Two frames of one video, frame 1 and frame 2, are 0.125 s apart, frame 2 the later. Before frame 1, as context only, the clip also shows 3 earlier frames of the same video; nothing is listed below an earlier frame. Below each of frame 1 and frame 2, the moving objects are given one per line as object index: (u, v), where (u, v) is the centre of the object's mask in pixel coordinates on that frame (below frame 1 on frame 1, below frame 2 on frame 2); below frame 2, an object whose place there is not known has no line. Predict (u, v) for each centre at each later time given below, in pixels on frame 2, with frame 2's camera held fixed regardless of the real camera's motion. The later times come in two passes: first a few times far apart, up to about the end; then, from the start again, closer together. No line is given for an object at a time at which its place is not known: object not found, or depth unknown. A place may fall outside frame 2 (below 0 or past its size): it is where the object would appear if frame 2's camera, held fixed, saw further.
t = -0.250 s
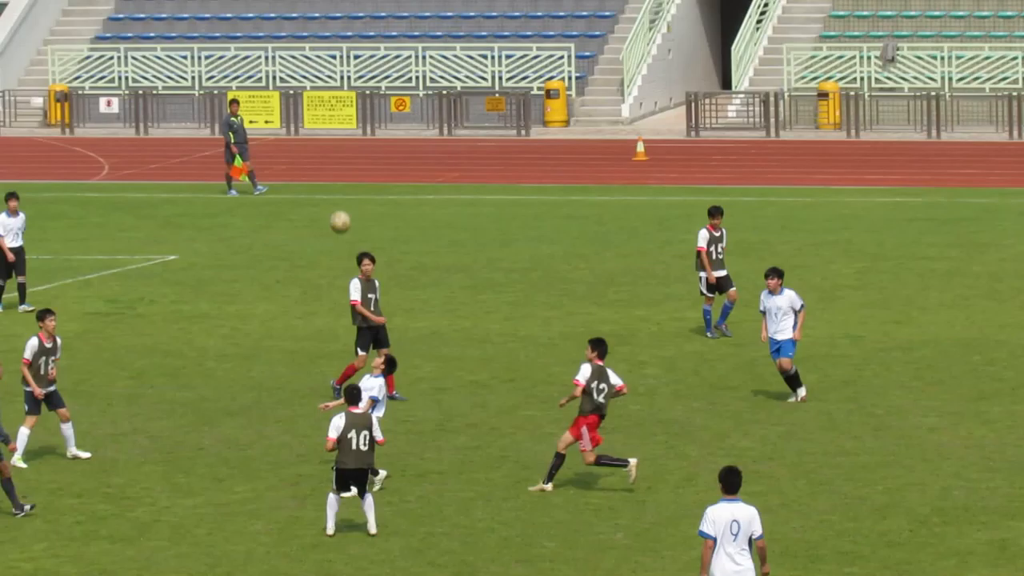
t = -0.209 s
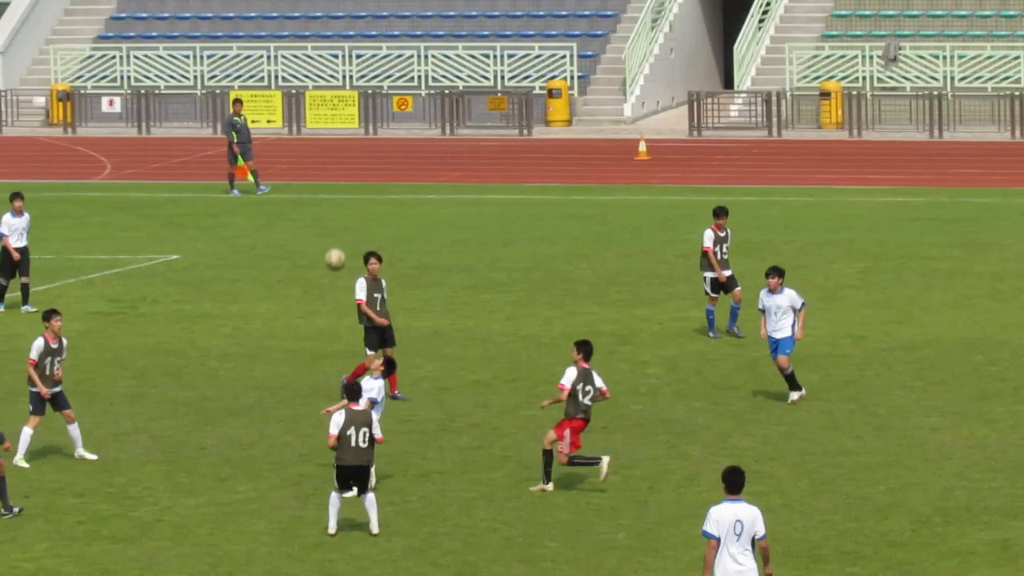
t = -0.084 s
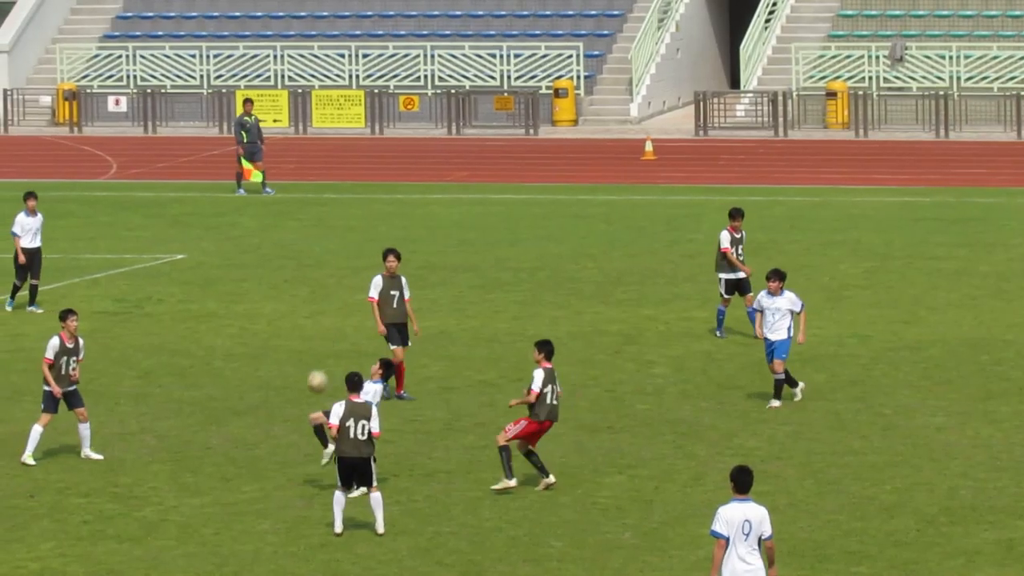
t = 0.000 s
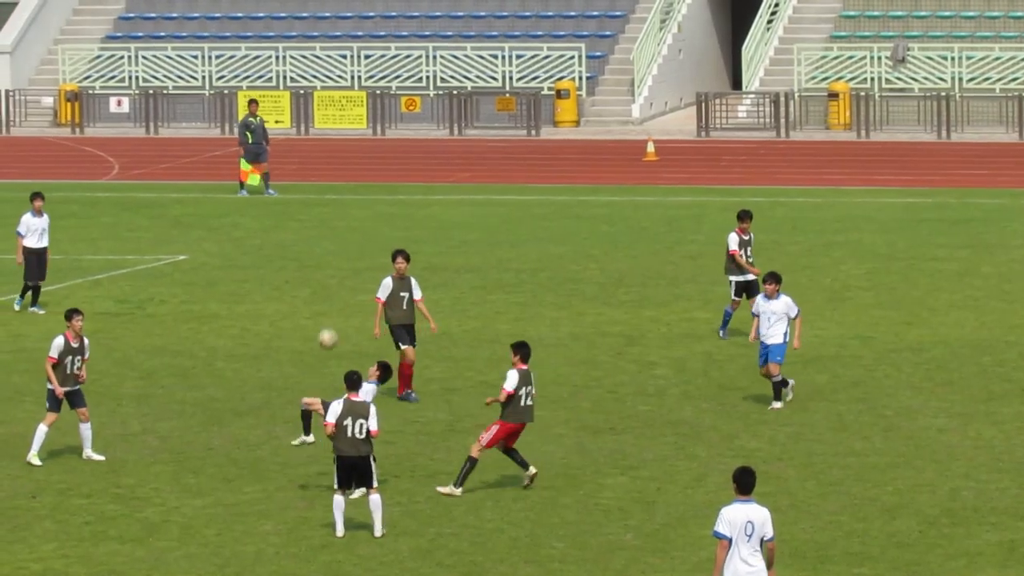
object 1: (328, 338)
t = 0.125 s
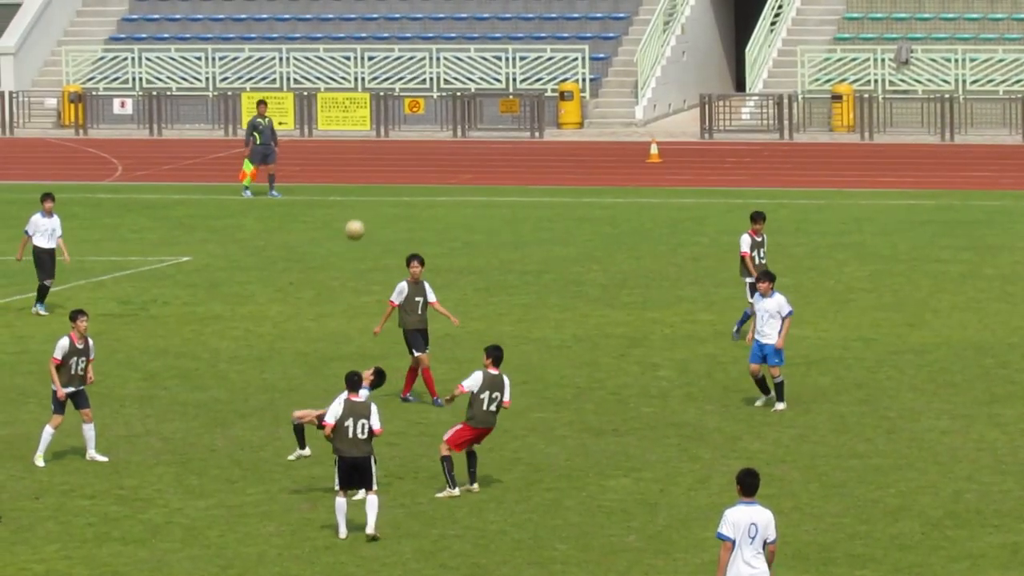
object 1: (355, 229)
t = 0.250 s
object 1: (378, 134)
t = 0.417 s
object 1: (409, 30)
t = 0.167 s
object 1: (362, 196)
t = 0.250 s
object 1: (378, 134)
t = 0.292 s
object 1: (385, 105)
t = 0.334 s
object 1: (393, 79)
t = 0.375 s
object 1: (401, 55)
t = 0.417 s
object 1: (409, 30)
